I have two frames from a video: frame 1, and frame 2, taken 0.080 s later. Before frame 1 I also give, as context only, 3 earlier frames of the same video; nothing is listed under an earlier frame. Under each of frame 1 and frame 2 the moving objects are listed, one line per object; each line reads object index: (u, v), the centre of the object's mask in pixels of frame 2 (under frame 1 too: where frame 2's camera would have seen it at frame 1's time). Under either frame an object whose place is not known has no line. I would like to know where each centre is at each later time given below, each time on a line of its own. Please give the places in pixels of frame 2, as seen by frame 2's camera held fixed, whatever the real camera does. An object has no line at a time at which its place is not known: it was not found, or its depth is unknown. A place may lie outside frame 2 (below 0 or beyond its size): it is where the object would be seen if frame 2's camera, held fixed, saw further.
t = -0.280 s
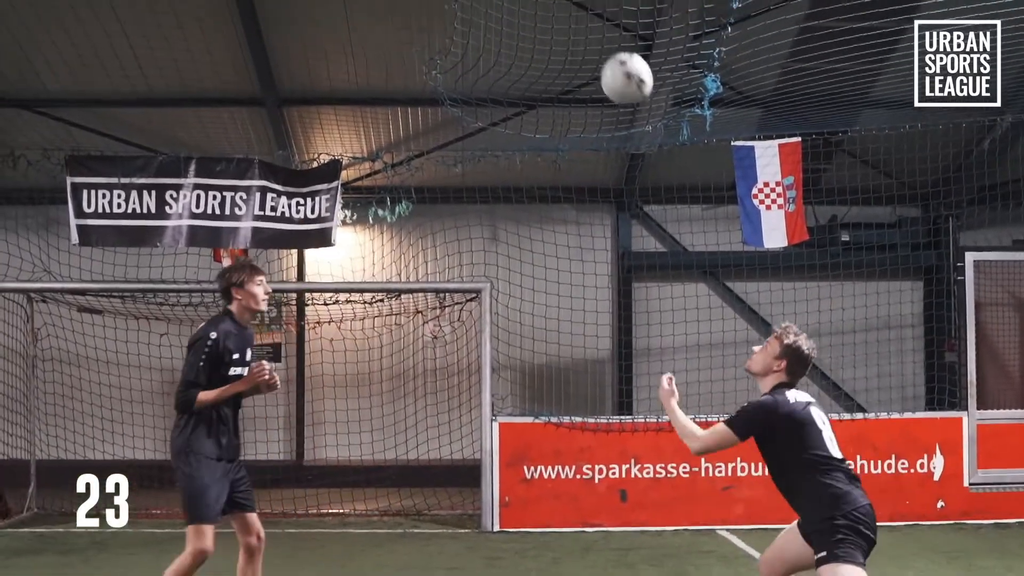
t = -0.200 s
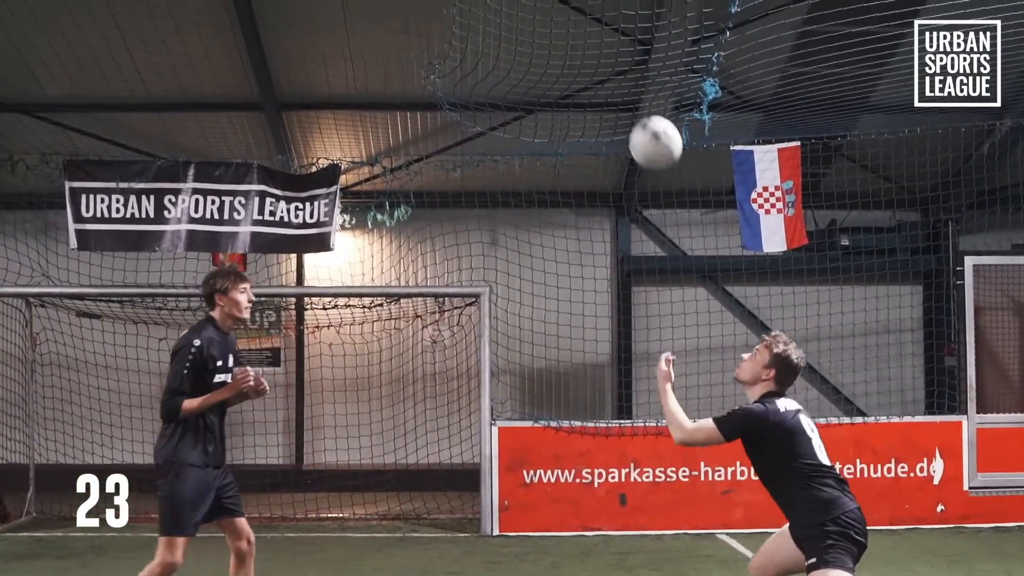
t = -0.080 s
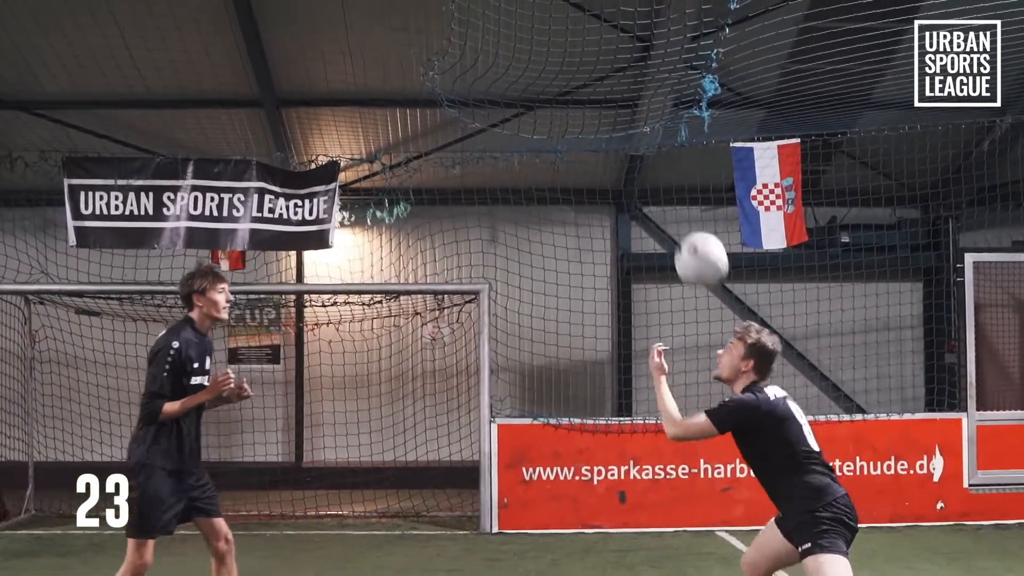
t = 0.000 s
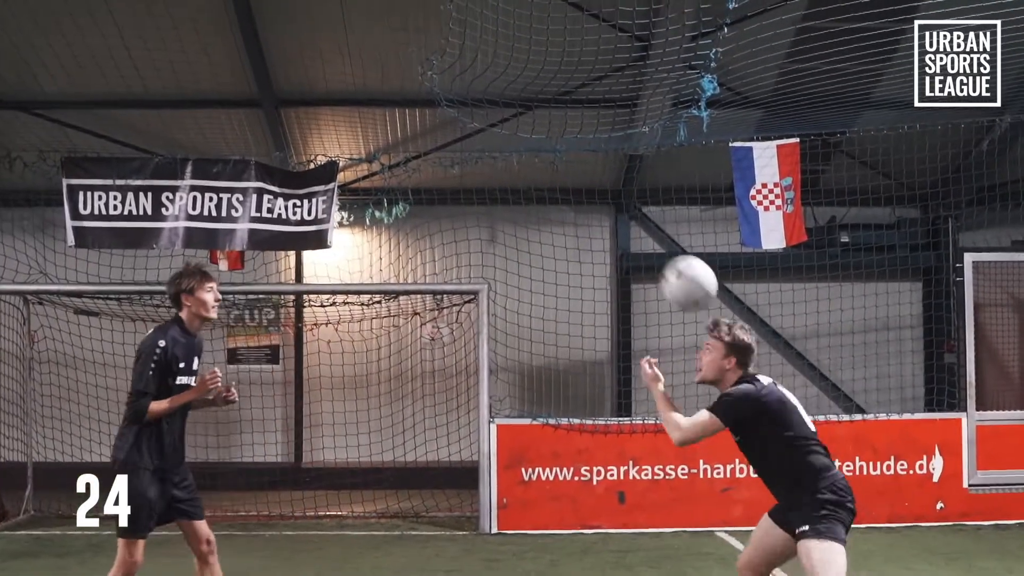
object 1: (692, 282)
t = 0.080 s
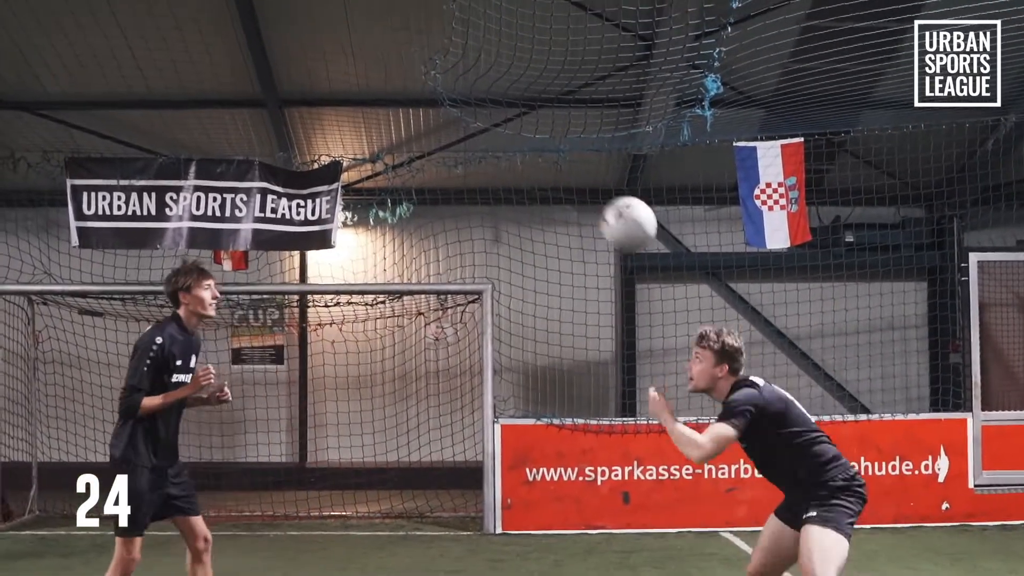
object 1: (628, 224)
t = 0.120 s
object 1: (595, 198)
